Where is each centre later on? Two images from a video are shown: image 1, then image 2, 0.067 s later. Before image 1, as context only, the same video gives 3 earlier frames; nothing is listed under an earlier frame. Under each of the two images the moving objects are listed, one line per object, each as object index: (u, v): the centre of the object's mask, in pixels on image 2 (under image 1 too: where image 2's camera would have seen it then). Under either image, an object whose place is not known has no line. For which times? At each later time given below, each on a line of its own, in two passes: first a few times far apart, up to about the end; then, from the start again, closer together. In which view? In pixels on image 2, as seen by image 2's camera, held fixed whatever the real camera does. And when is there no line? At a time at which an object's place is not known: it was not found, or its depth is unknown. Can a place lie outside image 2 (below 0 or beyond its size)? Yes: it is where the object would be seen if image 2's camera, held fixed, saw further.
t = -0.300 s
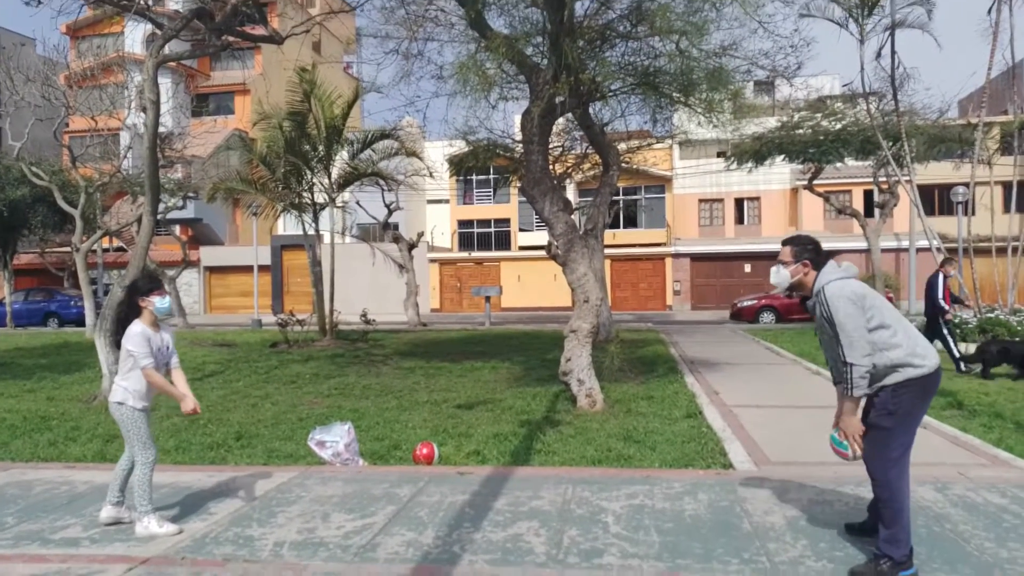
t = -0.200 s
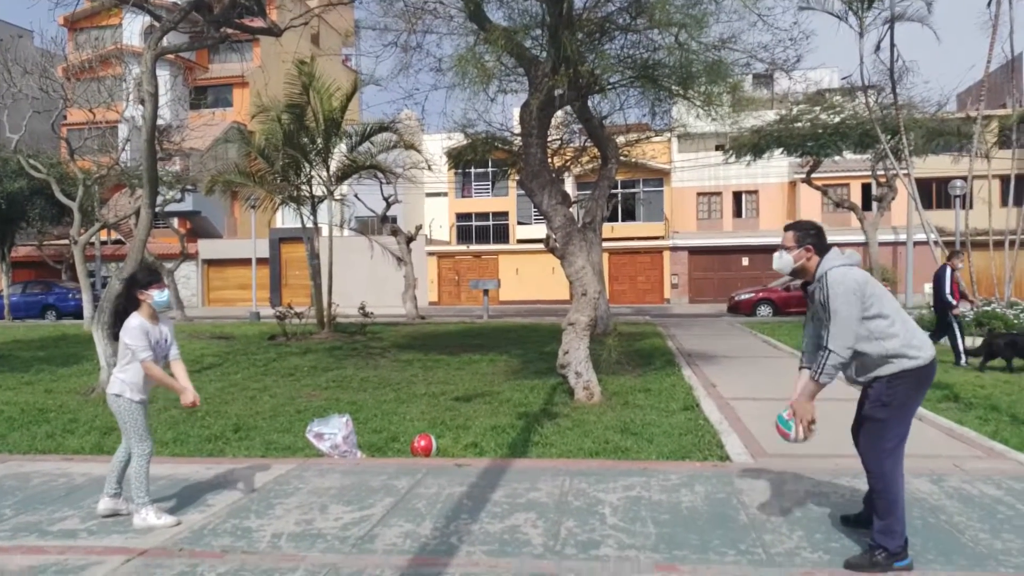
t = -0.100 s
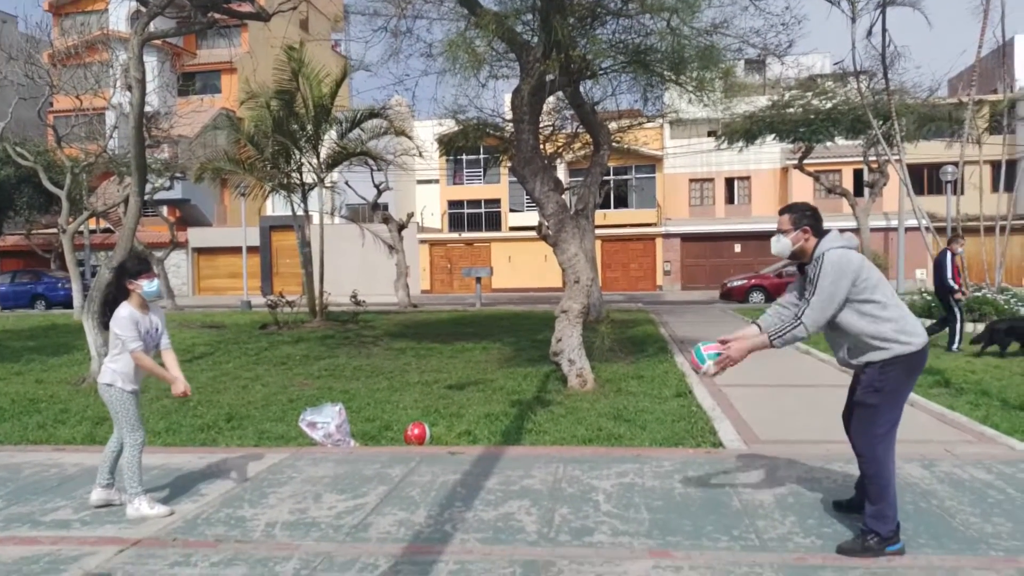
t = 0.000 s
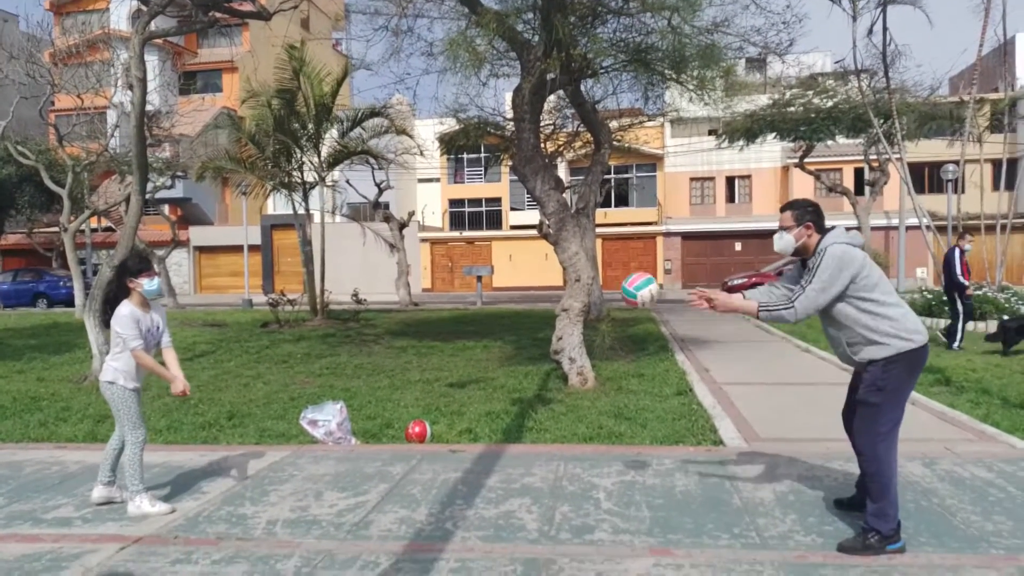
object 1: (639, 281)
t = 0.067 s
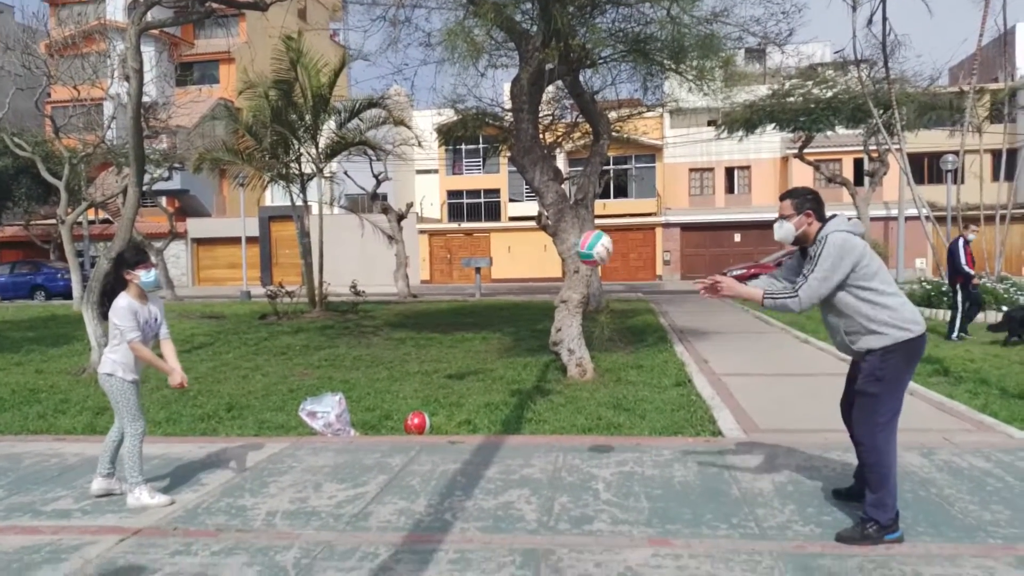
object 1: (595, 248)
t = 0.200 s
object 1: (508, 207)
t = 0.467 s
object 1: (345, 227)
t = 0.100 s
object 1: (572, 234)
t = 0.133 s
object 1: (550, 223)
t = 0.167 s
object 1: (529, 214)
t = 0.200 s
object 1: (508, 207)
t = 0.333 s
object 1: (425, 200)
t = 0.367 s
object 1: (404, 204)
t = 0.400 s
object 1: (384, 210)
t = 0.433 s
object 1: (364, 217)
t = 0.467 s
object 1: (345, 227)
